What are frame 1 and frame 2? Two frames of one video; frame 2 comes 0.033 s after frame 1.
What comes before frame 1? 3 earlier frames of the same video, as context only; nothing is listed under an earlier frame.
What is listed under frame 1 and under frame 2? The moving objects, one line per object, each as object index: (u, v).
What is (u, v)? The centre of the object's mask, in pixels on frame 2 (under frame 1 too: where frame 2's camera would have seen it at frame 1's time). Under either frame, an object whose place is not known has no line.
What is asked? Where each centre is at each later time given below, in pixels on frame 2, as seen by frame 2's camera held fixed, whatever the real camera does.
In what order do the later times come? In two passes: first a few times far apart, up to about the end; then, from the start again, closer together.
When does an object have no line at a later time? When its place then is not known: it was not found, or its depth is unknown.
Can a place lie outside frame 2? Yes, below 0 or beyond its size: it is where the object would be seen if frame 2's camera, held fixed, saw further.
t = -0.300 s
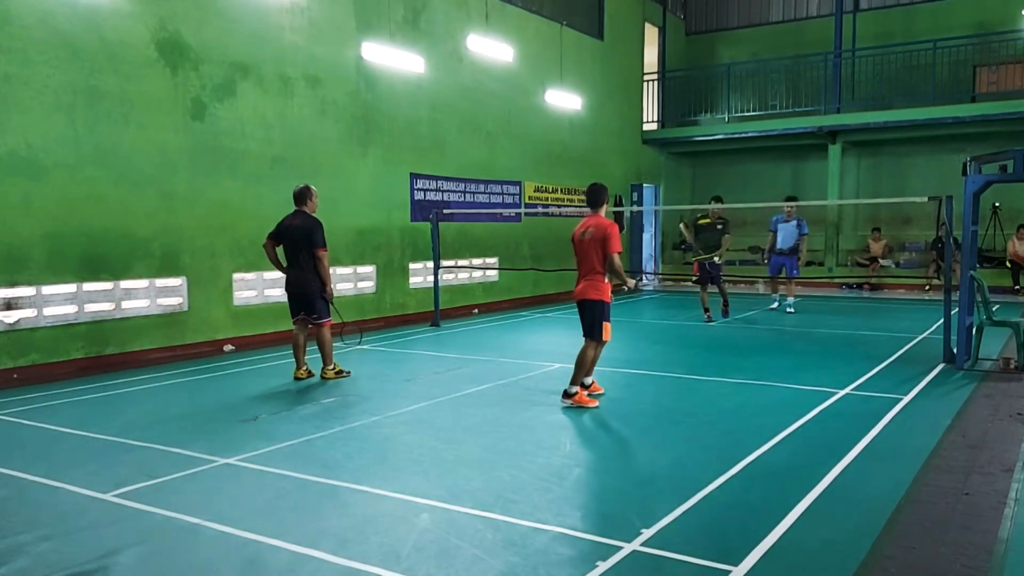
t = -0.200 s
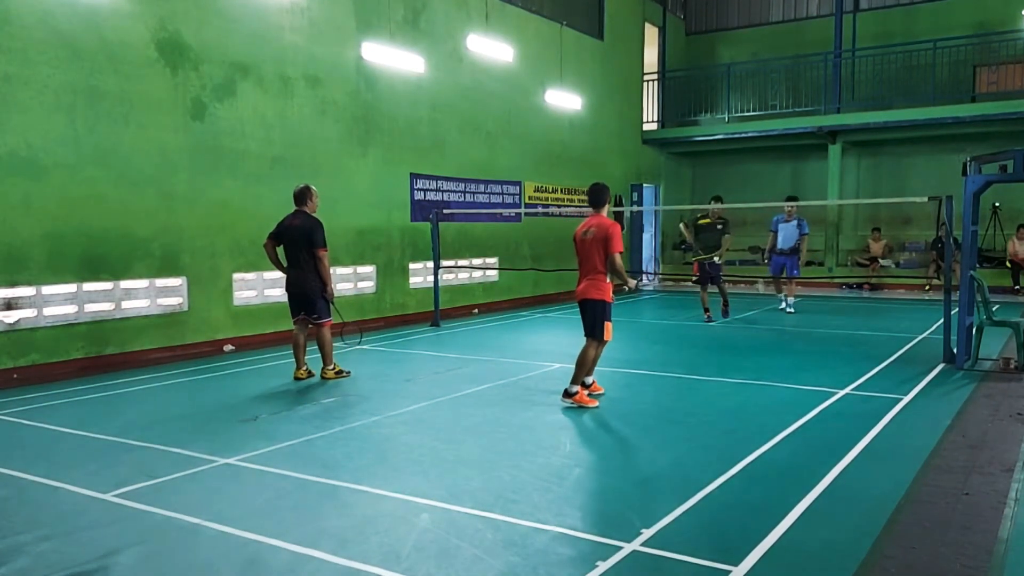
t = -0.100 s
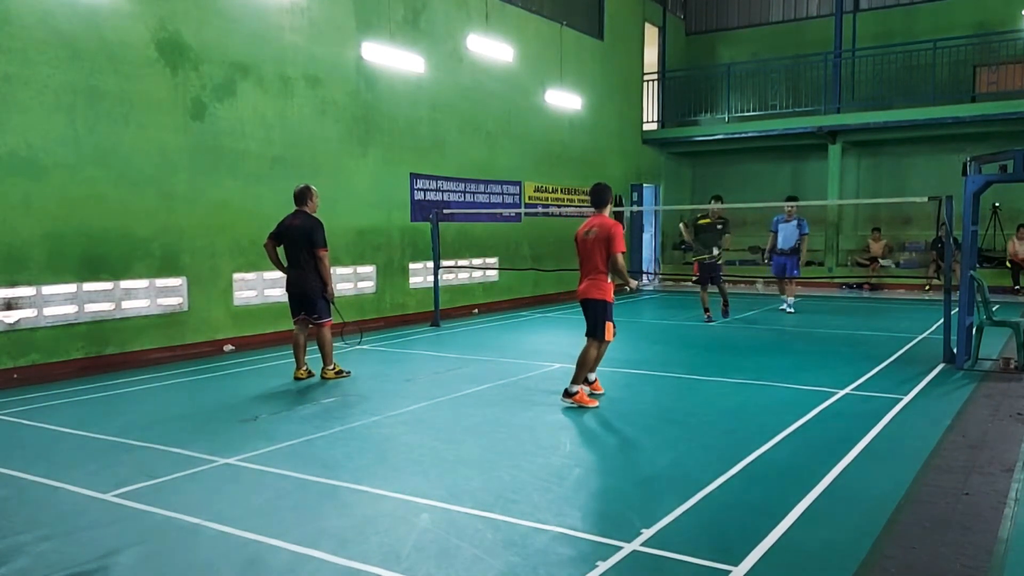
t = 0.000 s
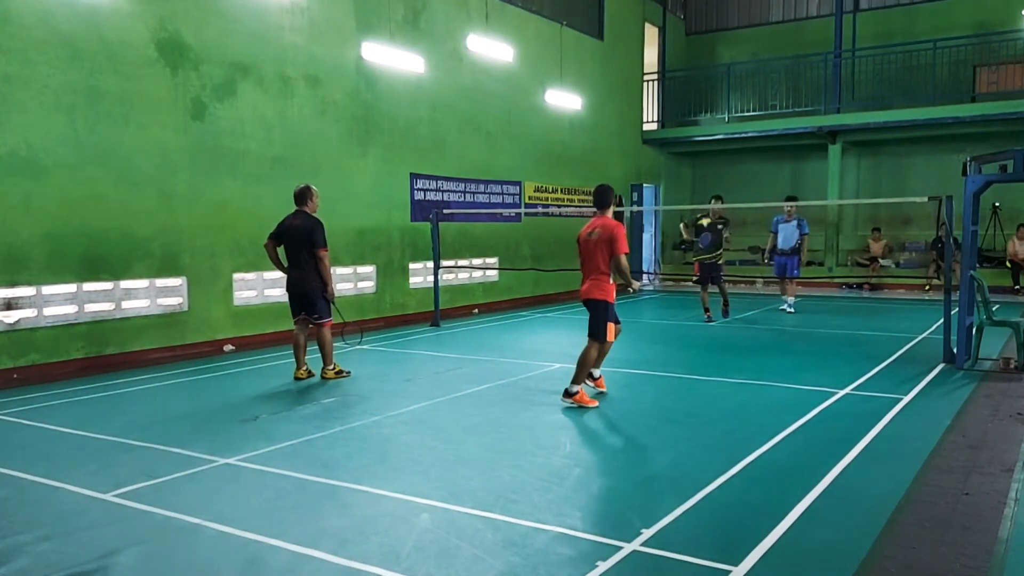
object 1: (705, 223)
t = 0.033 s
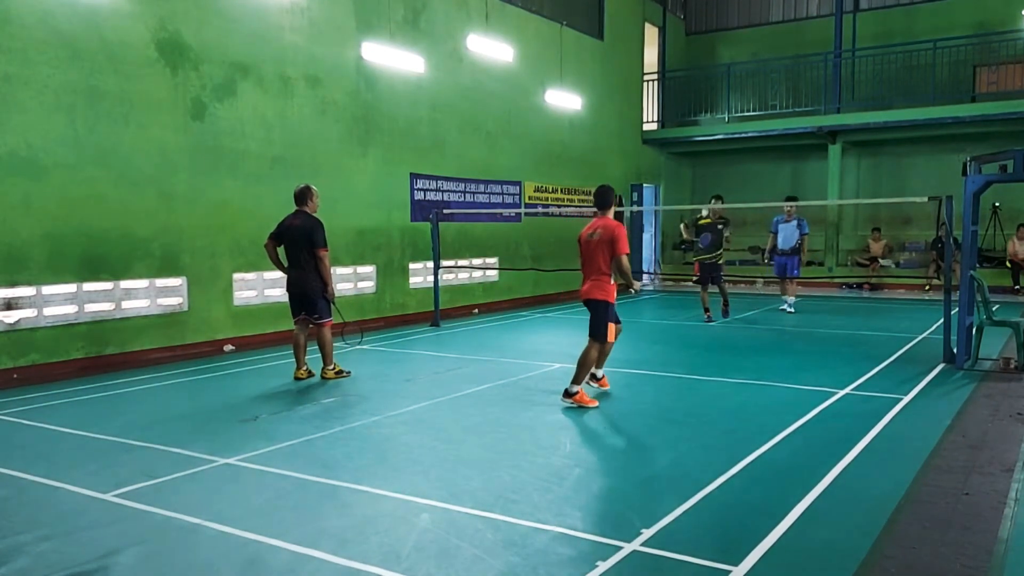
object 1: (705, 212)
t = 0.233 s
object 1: (700, 182)
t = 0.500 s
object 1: (689, 195)
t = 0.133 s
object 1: (705, 194)
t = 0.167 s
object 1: (704, 189)
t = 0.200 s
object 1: (702, 185)
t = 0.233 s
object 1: (700, 182)
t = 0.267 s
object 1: (699, 180)
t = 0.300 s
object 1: (697, 179)
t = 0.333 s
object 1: (696, 179)
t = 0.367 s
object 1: (695, 180)
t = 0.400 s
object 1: (693, 182)
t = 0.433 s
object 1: (692, 185)
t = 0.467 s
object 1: (690, 189)
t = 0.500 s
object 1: (689, 195)
